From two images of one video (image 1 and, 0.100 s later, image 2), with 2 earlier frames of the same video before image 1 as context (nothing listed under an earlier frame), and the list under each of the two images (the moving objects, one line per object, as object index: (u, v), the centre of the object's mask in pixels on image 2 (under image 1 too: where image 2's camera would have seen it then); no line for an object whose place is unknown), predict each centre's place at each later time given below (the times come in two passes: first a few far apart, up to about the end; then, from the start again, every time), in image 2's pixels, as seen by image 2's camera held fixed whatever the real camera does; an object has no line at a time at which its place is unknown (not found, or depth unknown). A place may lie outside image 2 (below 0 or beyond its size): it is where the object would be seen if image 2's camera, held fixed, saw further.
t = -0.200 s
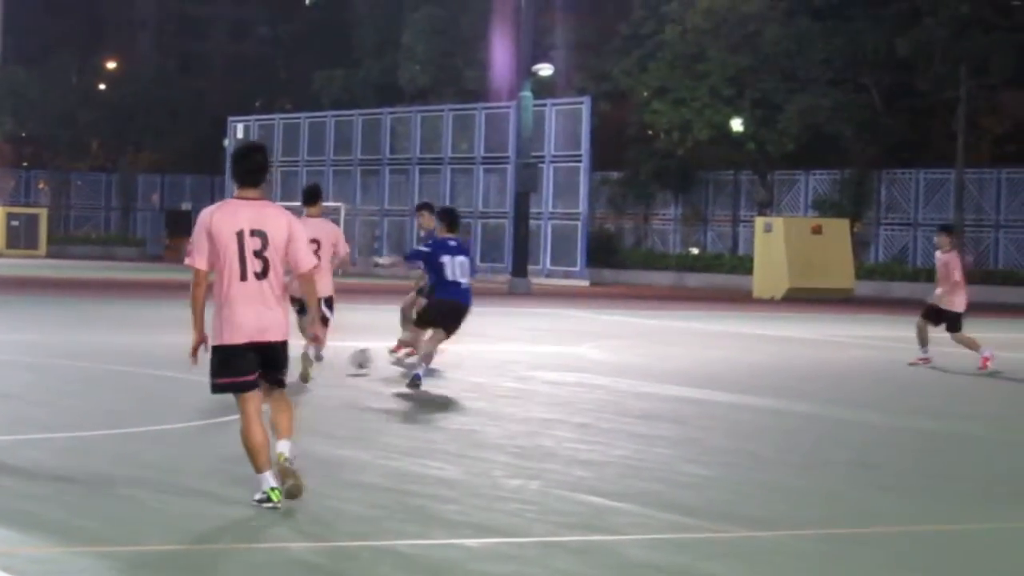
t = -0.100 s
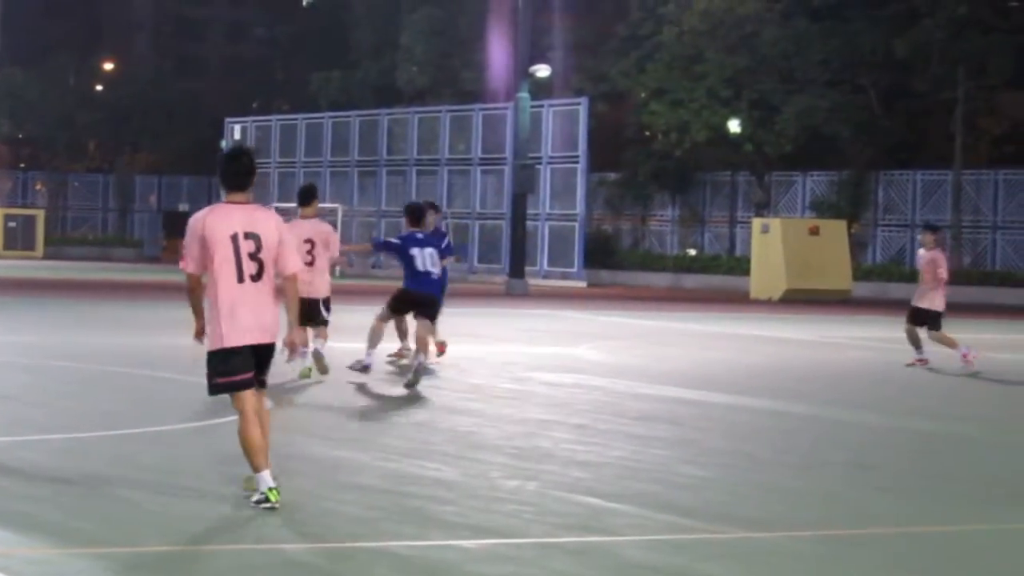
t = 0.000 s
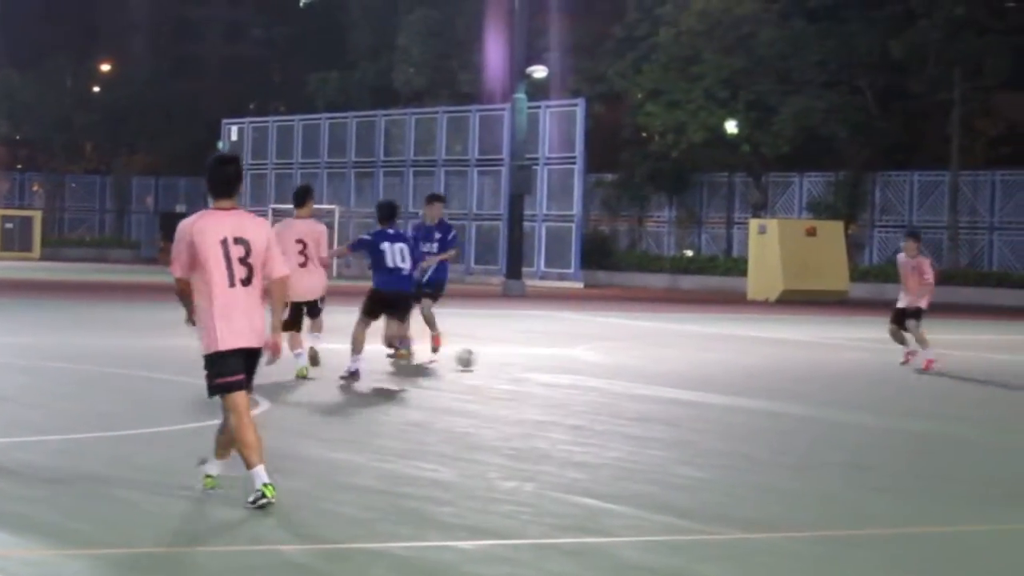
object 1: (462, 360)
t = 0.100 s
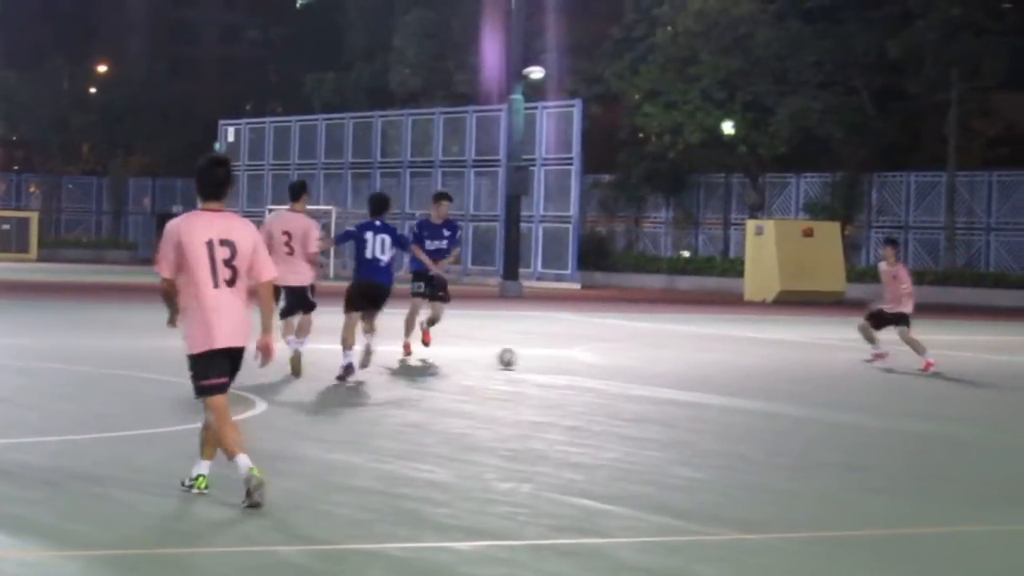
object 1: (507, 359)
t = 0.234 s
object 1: (560, 357)
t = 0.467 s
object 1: (642, 353)
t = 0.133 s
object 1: (520, 358)
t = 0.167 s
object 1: (533, 358)
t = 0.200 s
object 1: (547, 357)
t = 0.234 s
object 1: (560, 357)
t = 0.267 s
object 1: (573, 357)
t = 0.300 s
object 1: (585, 355)
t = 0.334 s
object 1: (597, 354)
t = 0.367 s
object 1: (609, 355)
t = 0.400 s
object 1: (620, 355)
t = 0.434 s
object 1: (632, 354)
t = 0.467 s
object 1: (642, 353)
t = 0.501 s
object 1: (653, 353)
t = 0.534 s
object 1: (664, 350)
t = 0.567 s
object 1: (674, 349)
